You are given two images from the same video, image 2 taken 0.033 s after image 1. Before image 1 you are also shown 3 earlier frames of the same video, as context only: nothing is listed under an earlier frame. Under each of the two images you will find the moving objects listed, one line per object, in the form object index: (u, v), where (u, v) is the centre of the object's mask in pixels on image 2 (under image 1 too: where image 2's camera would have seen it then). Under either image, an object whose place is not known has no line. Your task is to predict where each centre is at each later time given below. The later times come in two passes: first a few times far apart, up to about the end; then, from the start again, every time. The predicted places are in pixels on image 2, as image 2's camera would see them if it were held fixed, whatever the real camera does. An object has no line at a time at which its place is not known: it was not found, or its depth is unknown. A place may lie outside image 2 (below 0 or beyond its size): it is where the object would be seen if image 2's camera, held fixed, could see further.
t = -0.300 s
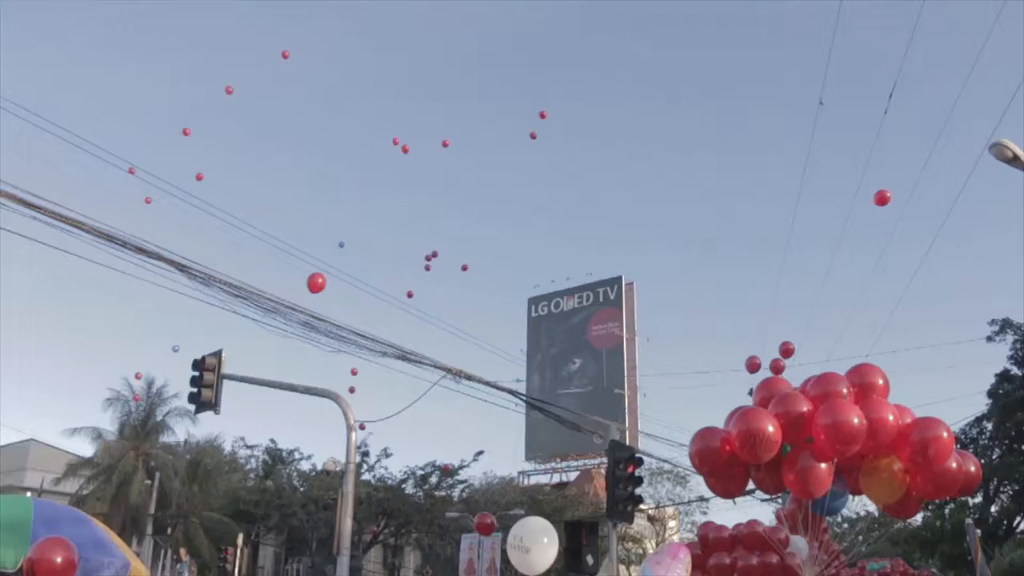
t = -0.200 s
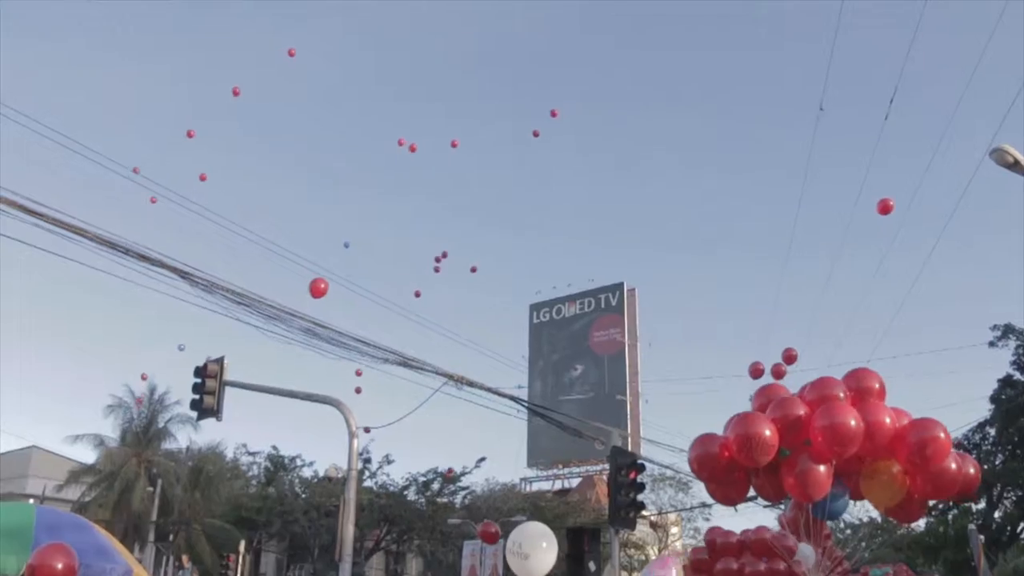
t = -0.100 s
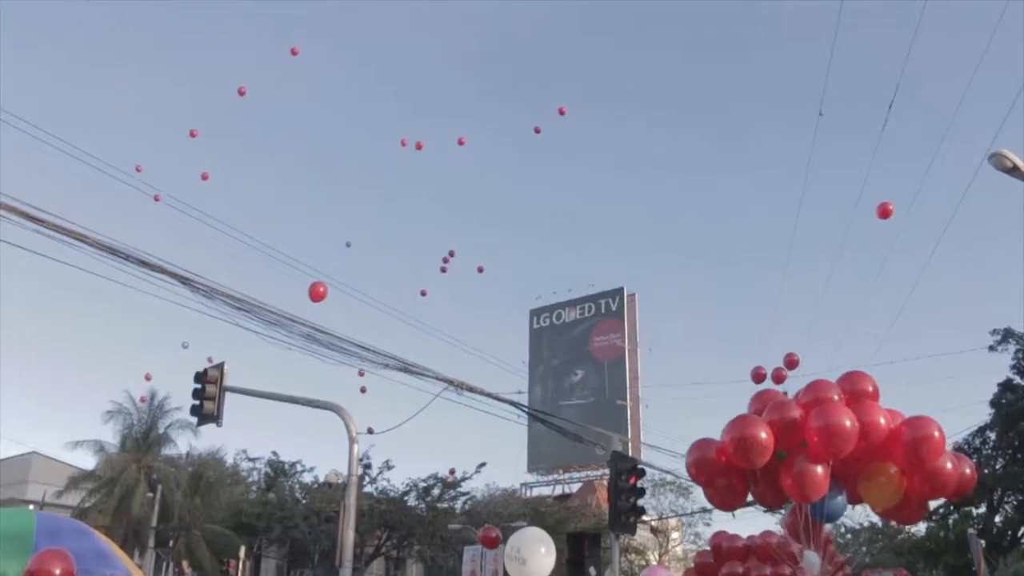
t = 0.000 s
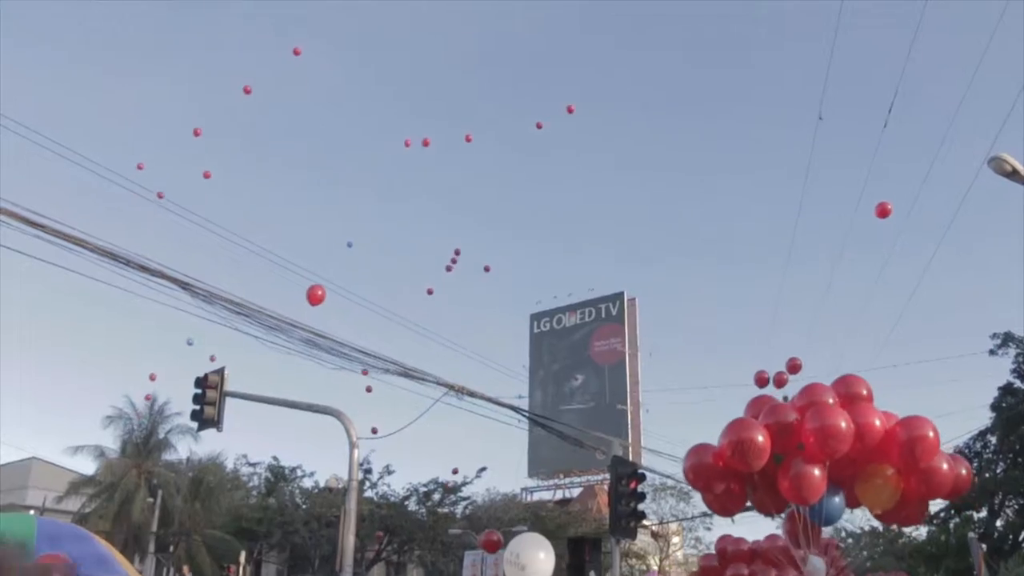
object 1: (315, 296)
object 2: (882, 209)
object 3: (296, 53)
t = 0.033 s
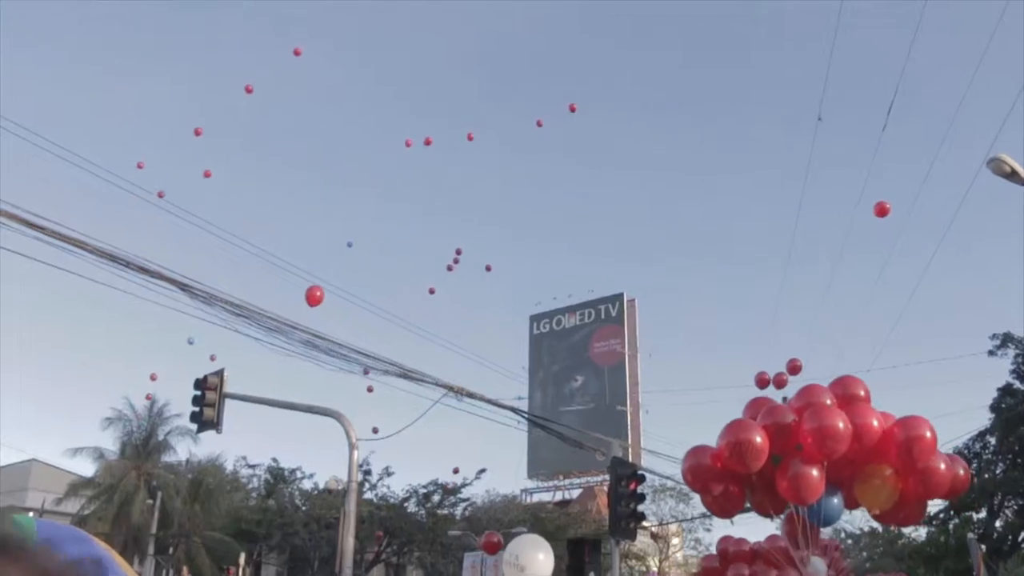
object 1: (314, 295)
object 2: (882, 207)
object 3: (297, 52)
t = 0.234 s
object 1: (306, 294)
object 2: (876, 200)
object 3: (303, 42)
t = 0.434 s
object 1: (301, 293)
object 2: (883, 202)
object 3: (314, 32)
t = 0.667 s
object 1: (298, 294)
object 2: (890, 206)
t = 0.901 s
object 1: (301, 293)
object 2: (885, 201)
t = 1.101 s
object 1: (309, 294)
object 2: (882, 195)
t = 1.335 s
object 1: (318, 296)
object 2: (880, 192)
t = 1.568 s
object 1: (322, 296)
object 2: (877, 195)
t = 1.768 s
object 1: (321, 295)
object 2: (884, 208)
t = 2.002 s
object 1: (316, 292)
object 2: (881, 212)
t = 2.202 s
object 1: (312, 292)
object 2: (877, 205)
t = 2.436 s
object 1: (309, 293)
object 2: (874, 199)
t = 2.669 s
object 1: (302, 292)
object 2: (880, 202)
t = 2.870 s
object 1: (296, 289)
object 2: (886, 207)
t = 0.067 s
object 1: (313, 295)
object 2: (880, 205)
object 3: (297, 50)
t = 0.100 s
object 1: (311, 294)
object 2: (879, 205)
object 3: (297, 48)
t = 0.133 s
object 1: (310, 294)
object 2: (878, 203)
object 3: (298, 46)
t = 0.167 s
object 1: (309, 294)
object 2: (878, 201)
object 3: (300, 45)
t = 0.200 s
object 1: (308, 294)
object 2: (877, 201)
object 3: (301, 43)
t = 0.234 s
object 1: (306, 294)
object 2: (876, 200)
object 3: (303, 42)
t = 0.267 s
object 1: (306, 293)
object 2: (876, 201)
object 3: (305, 41)
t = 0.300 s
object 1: (305, 293)
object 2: (877, 201)
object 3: (306, 39)
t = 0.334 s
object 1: (303, 293)
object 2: (878, 201)
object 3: (308, 37)
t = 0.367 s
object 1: (303, 293)
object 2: (880, 202)
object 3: (310, 35)
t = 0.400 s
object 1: (301, 293)
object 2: (881, 202)
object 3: (312, 34)
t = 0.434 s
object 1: (301, 293)
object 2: (883, 202)
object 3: (314, 32)
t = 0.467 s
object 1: (300, 294)
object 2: (885, 203)
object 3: (317, 31)
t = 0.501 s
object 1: (299, 293)
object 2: (886, 204)
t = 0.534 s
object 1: (299, 294)
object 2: (887, 205)
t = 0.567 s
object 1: (298, 294)
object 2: (888, 205)
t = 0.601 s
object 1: (298, 294)
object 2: (888, 206)
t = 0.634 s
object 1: (298, 294)
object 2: (889, 206)
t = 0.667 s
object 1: (298, 294)
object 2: (890, 206)
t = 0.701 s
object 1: (298, 294)
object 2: (889, 206)
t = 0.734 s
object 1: (298, 294)
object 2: (889, 206)
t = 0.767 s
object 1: (299, 294)
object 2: (888, 206)
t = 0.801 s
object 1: (299, 294)
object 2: (887, 205)
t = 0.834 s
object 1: (300, 294)
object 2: (887, 203)
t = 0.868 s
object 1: (300, 293)
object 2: (886, 201)
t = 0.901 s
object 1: (301, 293)
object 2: (885, 201)
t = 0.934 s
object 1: (302, 294)
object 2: (885, 199)
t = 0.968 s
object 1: (303, 293)
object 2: (885, 197)
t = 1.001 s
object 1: (305, 293)
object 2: (884, 197)
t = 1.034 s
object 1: (306, 293)
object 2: (884, 196)
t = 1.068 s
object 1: (308, 294)
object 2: (883, 196)
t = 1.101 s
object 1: (309, 294)
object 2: (882, 195)
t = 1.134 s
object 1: (310, 294)
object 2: (881, 194)
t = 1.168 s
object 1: (312, 294)
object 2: (880, 192)
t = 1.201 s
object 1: (313, 295)
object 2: (880, 191)
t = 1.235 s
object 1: (315, 295)
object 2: (879, 190)
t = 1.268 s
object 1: (316, 295)
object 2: (876, 190)
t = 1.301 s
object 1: (317, 295)
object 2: (875, 190)
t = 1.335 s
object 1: (318, 296)
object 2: (880, 192)
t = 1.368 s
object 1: (319, 296)
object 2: (873, 192)
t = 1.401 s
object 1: (320, 296)
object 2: (875, 191)
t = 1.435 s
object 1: (321, 296)
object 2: (875, 191)
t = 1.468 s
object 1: (321, 296)
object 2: (875, 191)
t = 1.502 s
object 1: (322, 296)
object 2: (875, 193)
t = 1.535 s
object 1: (322, 296)
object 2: (876, 193)
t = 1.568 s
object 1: (322, 296)
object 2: (877, 195)
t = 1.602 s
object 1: (323, 296)
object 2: (879, 195)
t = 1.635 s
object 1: (323, 296)
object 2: (880, 197)
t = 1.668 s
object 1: (323, 296)
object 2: (883, 203)
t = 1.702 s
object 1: (322, 295)
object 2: (883, 205)
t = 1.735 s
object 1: (322, 295)
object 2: (883, 206)
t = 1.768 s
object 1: (321, 295)
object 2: (884, 208)
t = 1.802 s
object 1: (321, 294)
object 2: (884, 209)
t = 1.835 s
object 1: (320, 293)
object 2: (884, 210)
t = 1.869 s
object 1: (319, 293)
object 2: (884, 210)
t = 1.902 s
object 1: (319, 293)
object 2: (884, 211)
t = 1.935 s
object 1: (318, 292)
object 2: (883, 212)
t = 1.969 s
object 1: (317, 292)
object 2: (882, 212)
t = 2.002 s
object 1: (316, 292)
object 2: (881, 212)
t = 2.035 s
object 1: (316, 292)
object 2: (880, 212)
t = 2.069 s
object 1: (315, 292)
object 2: (879, 211)
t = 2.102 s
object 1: (314, 292)
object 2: (879, 209)
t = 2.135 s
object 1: (313, 292)
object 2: (878, 208)
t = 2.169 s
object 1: (313, 292)
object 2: (877, 206)
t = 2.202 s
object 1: (312, 292)
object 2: (877, 205)
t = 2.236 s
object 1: (312, 292)
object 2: (877, 204)
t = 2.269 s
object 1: (311, 292)
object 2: (876, 203)
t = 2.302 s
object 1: (311, 292)
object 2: (875, 202)
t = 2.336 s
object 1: (310, 292)
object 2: (874, 201)
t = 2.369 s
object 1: (310, 293)
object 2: (874, 200)
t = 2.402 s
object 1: (309, 293)
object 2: (874, 200)
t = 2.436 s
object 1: (309, 293)
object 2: (874, 199)
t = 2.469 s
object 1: (308, 293)
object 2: (873, 199)
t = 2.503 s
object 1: (307, 293)
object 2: (874, 200)
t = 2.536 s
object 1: (307, 293)
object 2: (875, 200)
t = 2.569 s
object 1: (305, 292)
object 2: (876, 200)
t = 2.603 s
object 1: (305, 292)
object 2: (878, 201)
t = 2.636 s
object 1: (304, 292)
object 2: (879, 201)
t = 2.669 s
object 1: (302, 292)
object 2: (880, 202)
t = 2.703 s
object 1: (301, 292)
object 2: (882, 203)
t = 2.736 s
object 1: (300, 291)
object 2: (883, 204)
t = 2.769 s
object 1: (299, 291)
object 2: (883, 205)
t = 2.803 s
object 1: (298, 290)
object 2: (884, 206)
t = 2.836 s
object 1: (297, 290)
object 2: (885, 207)
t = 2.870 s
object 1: (296, 289)
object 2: (886, 207)
